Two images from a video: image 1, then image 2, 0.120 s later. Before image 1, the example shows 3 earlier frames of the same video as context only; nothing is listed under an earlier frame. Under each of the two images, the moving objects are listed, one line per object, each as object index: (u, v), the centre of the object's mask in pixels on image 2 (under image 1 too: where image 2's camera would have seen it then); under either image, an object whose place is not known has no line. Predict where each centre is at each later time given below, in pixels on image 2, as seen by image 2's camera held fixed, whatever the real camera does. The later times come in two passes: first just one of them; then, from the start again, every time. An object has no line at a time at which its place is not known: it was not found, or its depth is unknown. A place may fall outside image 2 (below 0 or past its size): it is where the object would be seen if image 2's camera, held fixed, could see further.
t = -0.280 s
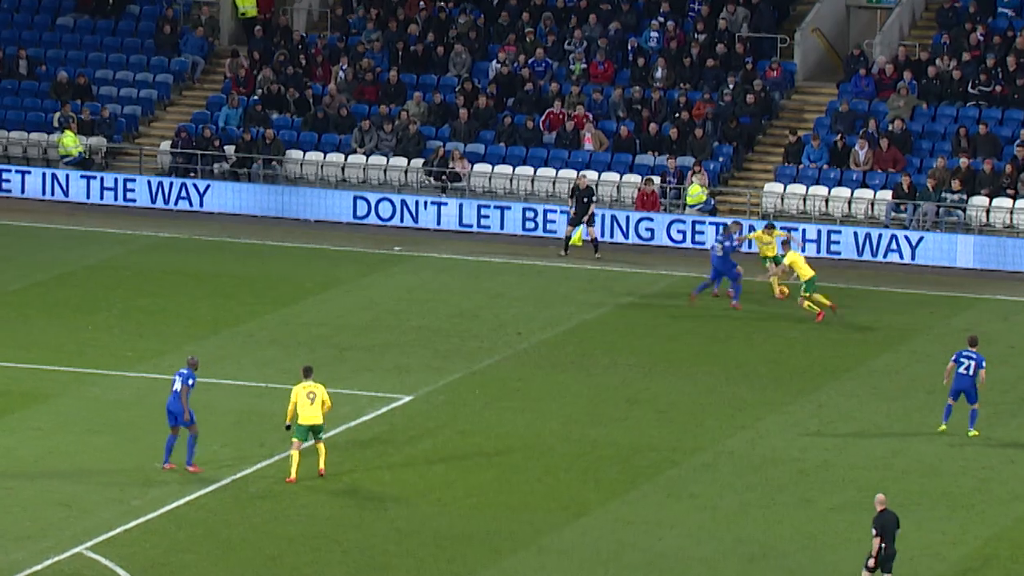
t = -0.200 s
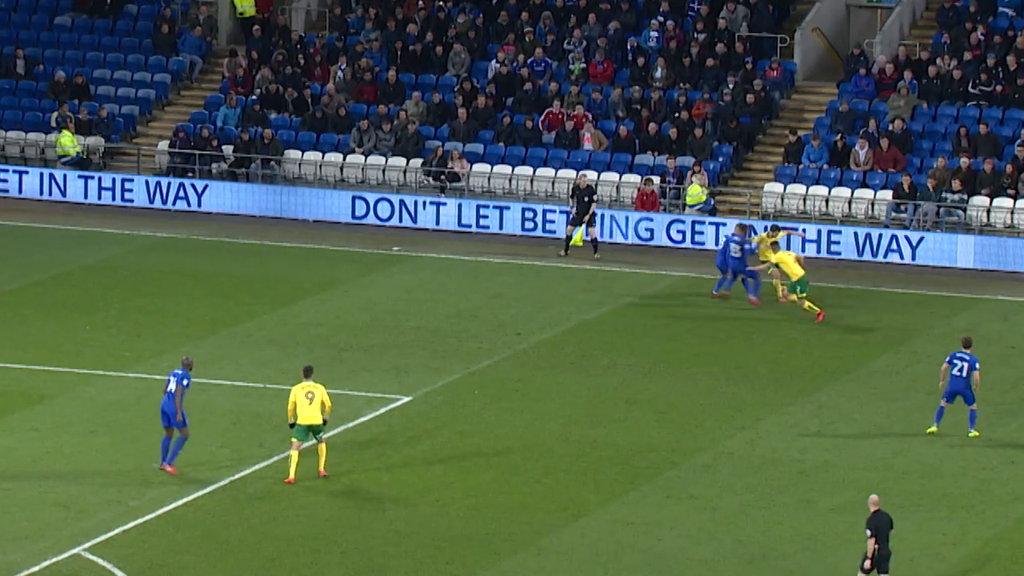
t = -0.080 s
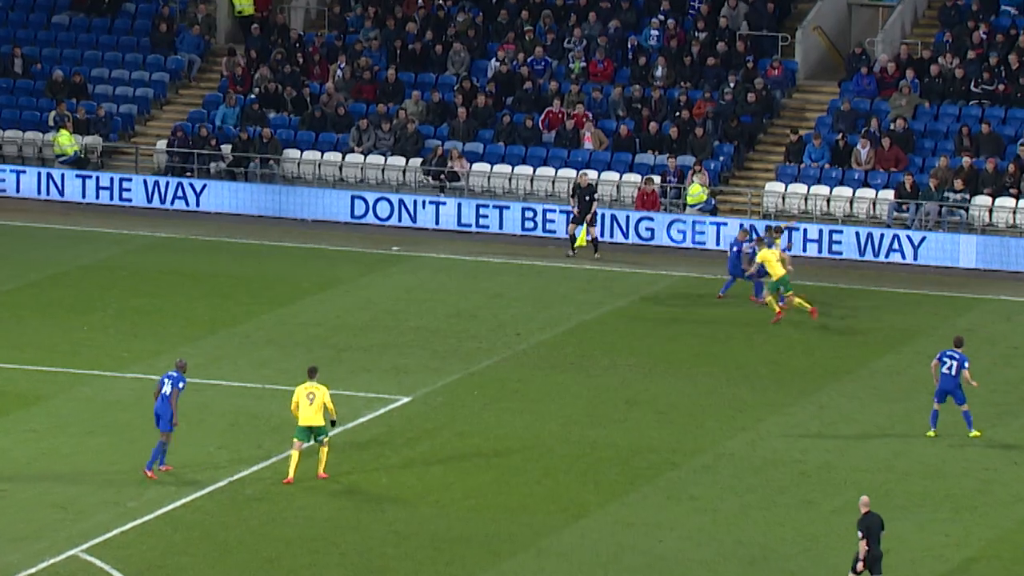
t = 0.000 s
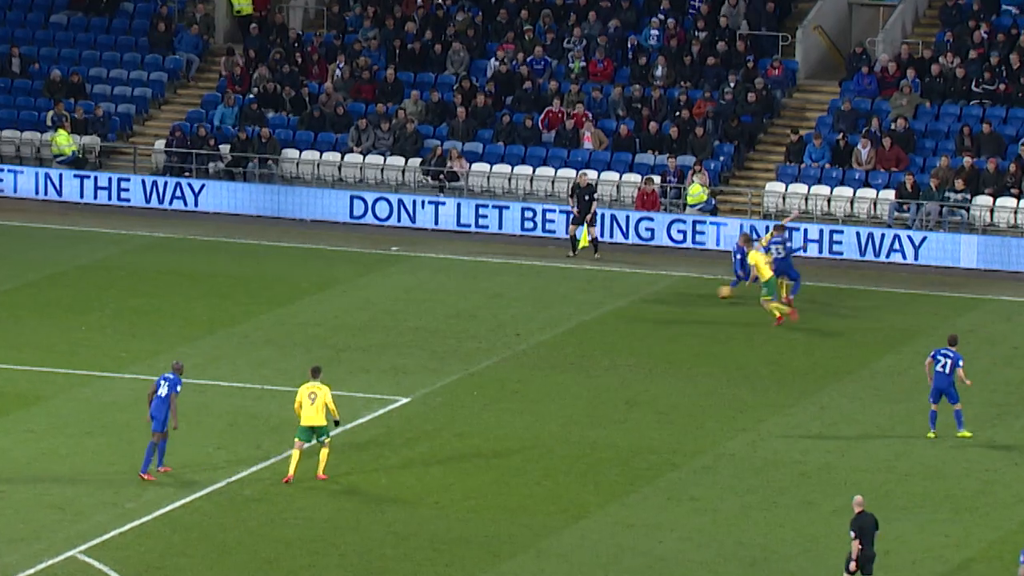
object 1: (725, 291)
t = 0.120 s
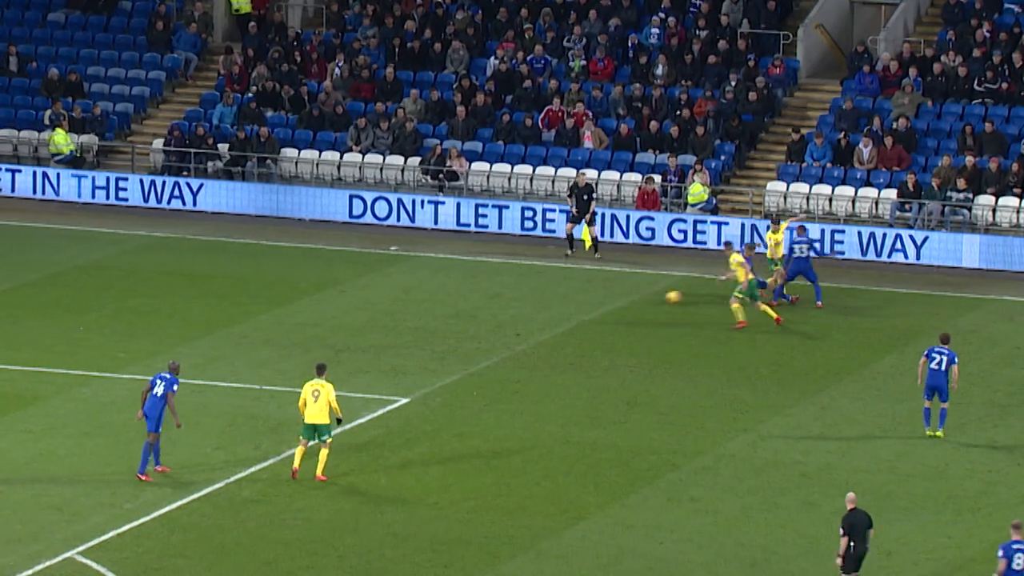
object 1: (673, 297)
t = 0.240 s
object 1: (623, 301)
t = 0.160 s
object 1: (655, 300)
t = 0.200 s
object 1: (639, 302)
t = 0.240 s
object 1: (623, 301)
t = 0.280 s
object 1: (607, 300)
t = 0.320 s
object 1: (592, 301)
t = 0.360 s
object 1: (577, 303)
